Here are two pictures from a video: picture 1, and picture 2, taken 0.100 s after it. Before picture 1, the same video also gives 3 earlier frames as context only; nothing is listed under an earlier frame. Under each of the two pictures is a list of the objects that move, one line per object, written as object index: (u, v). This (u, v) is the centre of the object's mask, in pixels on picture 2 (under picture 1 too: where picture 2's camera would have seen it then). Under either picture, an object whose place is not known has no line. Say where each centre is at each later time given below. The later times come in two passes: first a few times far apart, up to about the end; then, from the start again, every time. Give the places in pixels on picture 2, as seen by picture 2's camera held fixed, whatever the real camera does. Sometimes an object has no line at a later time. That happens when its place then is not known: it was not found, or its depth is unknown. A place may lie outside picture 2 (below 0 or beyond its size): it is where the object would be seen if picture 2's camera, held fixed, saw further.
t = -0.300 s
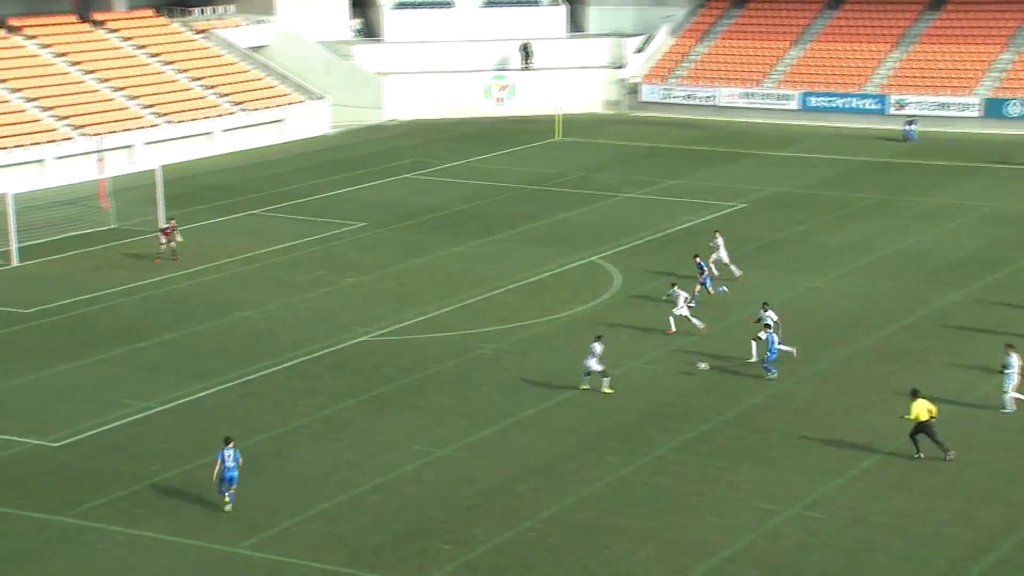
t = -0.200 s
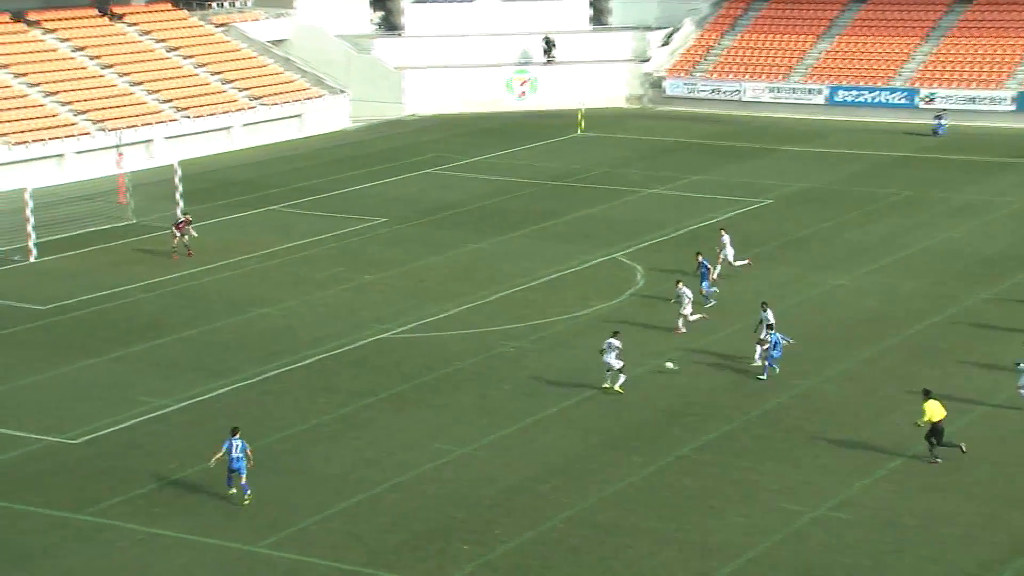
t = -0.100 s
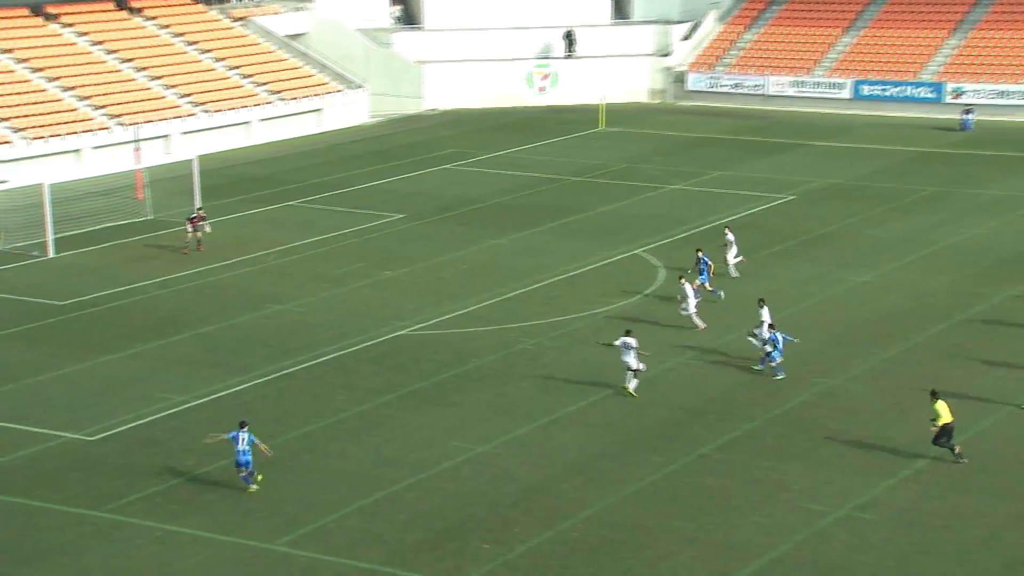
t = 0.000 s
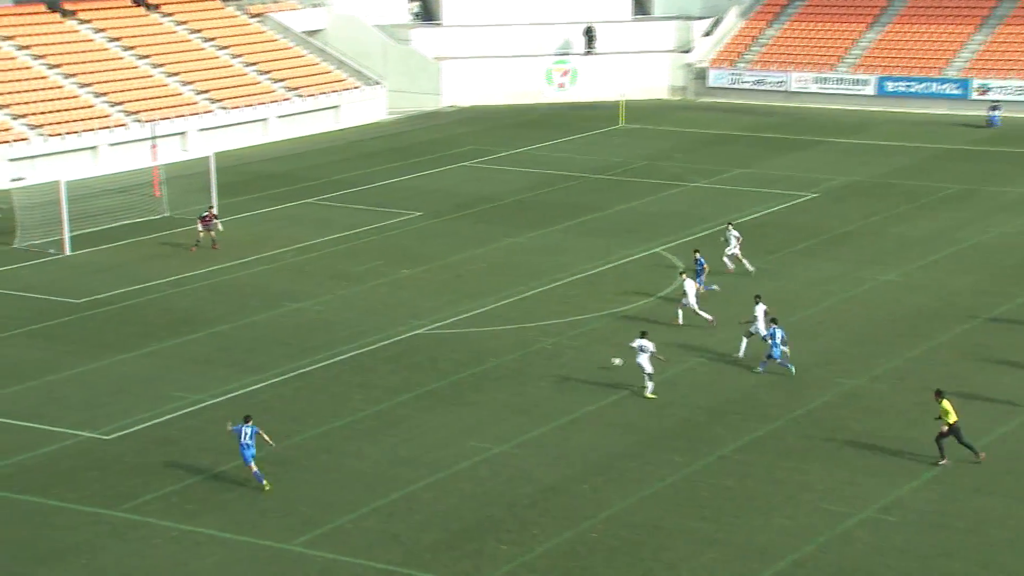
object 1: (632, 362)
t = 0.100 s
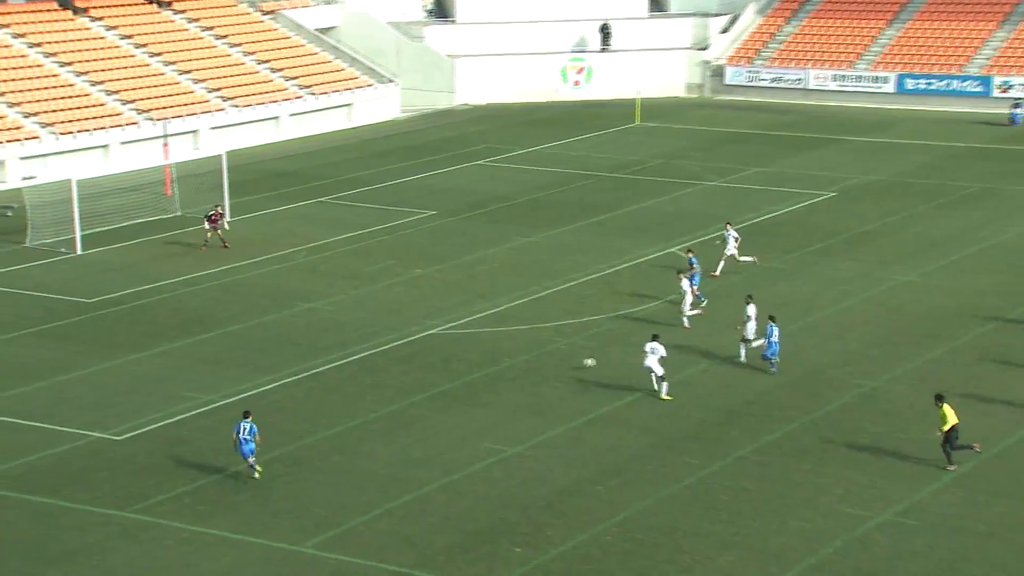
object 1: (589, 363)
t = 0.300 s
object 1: (511, 363)
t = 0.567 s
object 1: (419, 364)
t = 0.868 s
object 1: (320, 364)
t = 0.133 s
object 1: (575, 364)
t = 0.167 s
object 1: (561, 365)
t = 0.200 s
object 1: (547, 366)
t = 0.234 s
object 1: (534, 365)
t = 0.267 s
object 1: (523, 364)
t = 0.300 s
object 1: (511, 363)
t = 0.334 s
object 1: (499, 363)
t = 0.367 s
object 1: (487, 364)
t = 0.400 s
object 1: (476, 365)
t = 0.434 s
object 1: (464, 365)
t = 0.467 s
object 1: (453, 365)
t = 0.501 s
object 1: (442, 364)
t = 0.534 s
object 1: (430, 363)
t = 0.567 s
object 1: (419, 364)
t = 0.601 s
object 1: (407, 364)
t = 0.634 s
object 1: (397, 365)
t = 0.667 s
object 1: (386, 364)
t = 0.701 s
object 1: (374, 363)
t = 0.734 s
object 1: (363, 363)
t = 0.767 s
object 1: (352, 363)
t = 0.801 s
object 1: (341, 364)
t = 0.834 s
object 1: (331, 364)
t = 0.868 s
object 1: (320, 364)
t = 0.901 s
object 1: (310, 364)
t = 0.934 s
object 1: (300, 364)
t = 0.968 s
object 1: (289, 364)
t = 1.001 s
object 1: (279, 364)
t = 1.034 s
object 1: (268, 363)
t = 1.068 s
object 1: (259, 364)
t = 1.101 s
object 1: (248, 364)
